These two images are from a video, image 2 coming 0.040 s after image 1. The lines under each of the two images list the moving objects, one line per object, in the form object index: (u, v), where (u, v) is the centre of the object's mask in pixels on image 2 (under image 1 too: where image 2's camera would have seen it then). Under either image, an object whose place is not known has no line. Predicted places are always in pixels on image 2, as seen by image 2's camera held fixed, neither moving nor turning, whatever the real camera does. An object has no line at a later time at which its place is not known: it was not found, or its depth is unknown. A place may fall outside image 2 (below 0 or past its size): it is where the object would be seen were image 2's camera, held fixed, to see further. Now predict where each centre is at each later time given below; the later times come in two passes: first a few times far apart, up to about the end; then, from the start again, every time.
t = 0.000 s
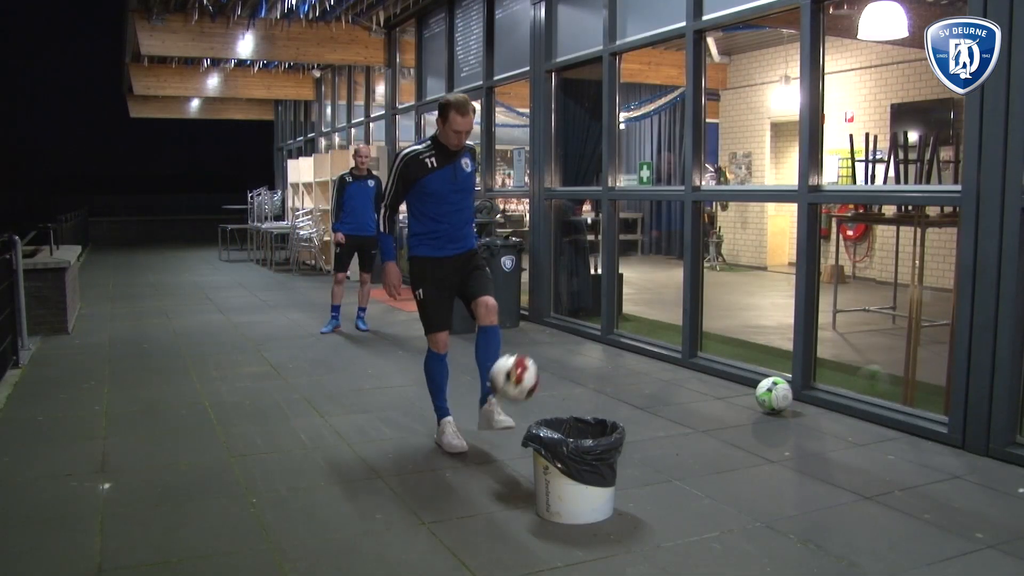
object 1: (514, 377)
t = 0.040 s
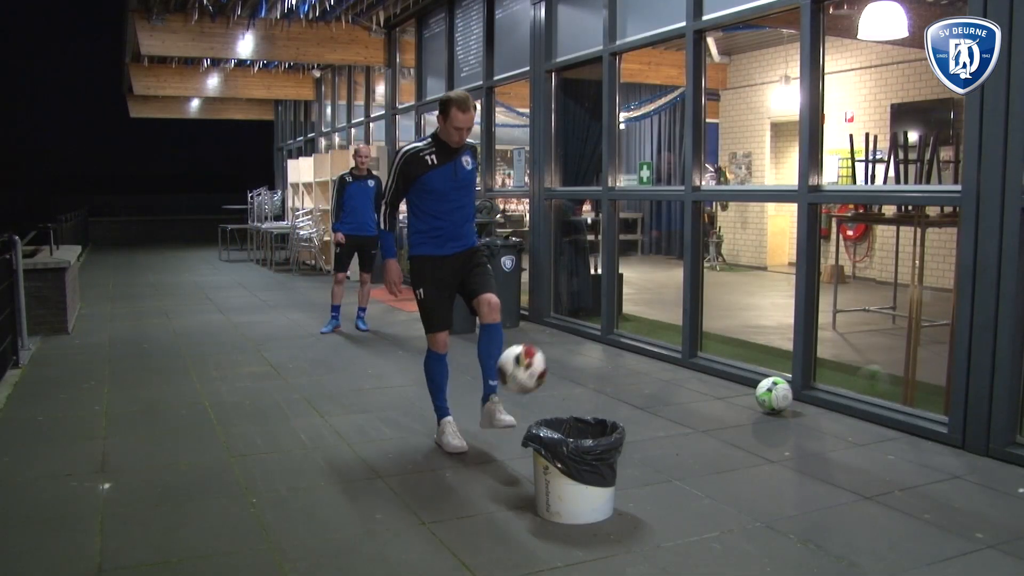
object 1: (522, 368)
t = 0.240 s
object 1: (566, 370)
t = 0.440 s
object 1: (588, 410)
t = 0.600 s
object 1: (576, 426)
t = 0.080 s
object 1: (530, 362)
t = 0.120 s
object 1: (539, 359)
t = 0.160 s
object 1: (547, 359)
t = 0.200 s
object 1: (557, 363)
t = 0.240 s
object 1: (566, 370)
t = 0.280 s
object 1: (576, 382)
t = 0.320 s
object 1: (586, 399)
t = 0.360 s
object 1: (594, 413)
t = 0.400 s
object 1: (592, 411)
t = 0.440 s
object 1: (588, 410)
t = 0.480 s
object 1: (585, 412)
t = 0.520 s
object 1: (582, 416)
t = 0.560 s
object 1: (580, 421)
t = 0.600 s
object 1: (576, 426)
